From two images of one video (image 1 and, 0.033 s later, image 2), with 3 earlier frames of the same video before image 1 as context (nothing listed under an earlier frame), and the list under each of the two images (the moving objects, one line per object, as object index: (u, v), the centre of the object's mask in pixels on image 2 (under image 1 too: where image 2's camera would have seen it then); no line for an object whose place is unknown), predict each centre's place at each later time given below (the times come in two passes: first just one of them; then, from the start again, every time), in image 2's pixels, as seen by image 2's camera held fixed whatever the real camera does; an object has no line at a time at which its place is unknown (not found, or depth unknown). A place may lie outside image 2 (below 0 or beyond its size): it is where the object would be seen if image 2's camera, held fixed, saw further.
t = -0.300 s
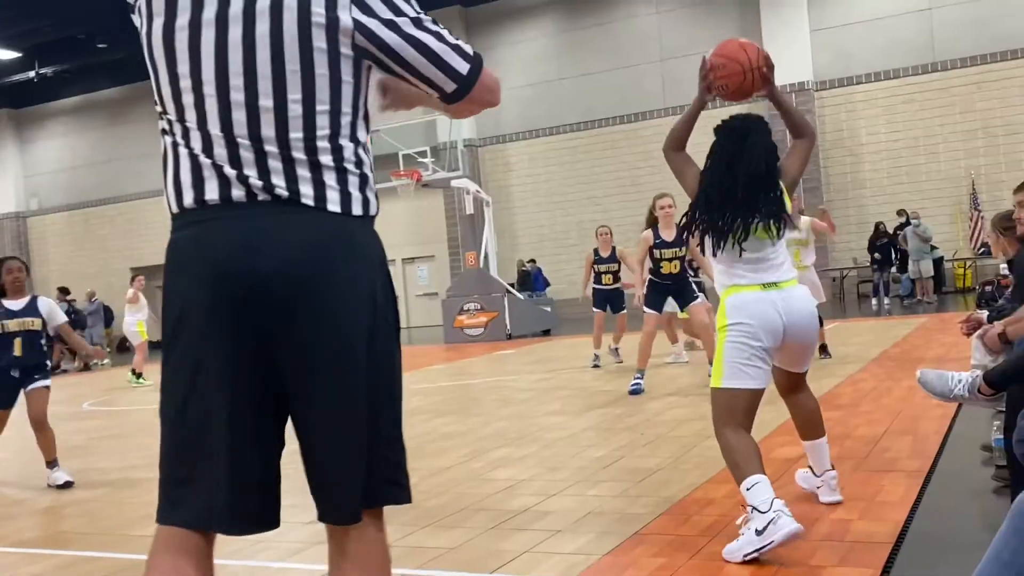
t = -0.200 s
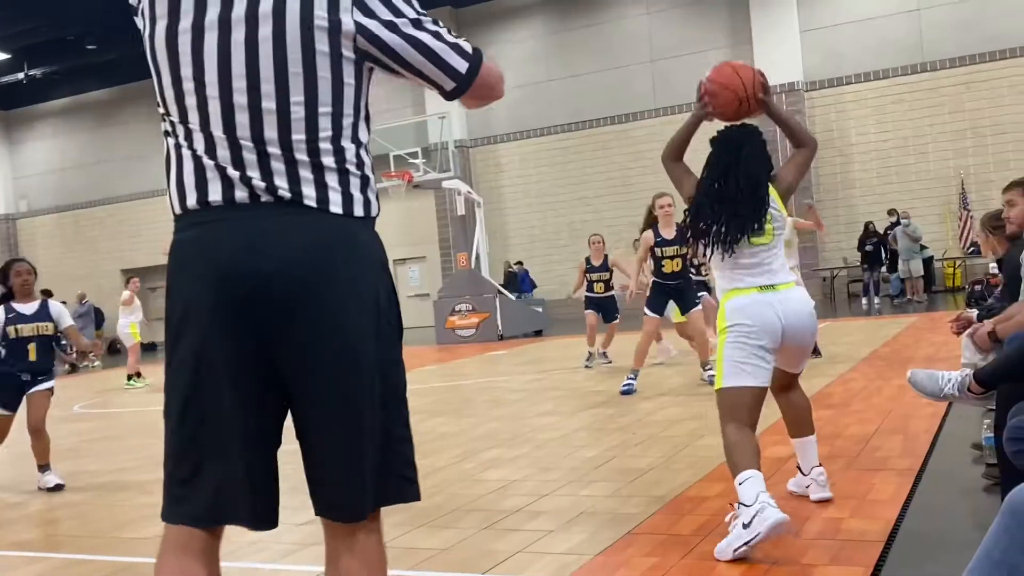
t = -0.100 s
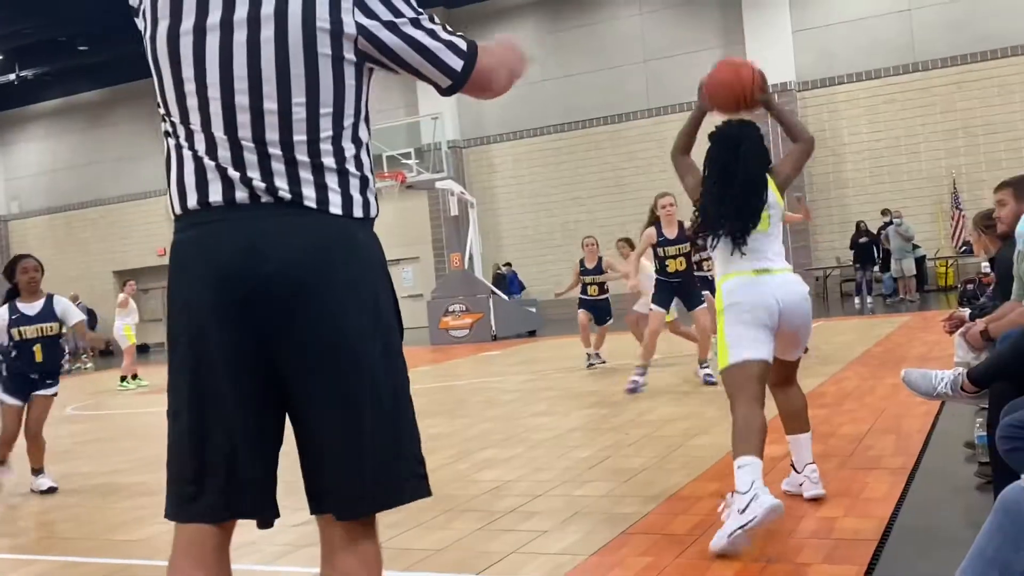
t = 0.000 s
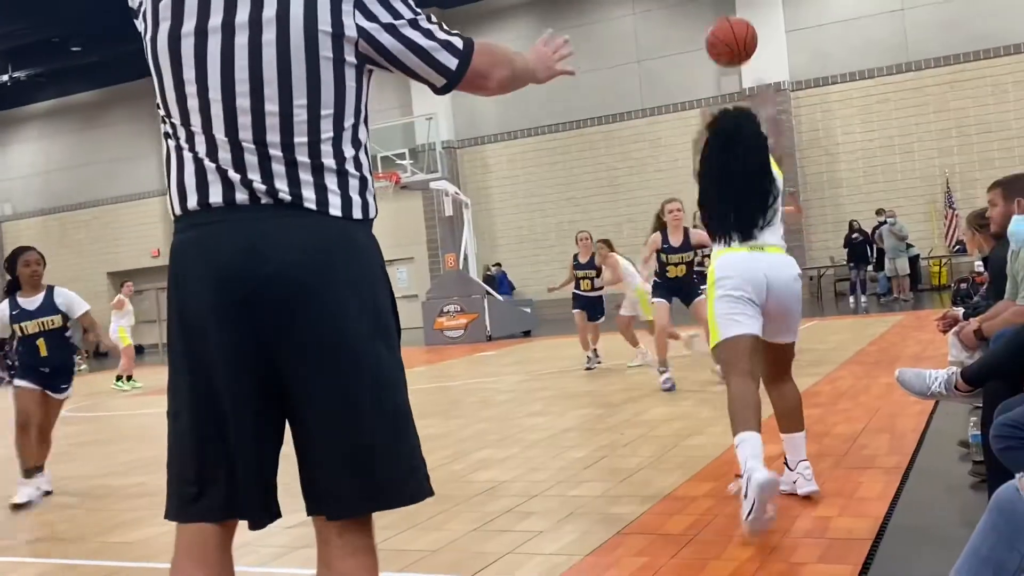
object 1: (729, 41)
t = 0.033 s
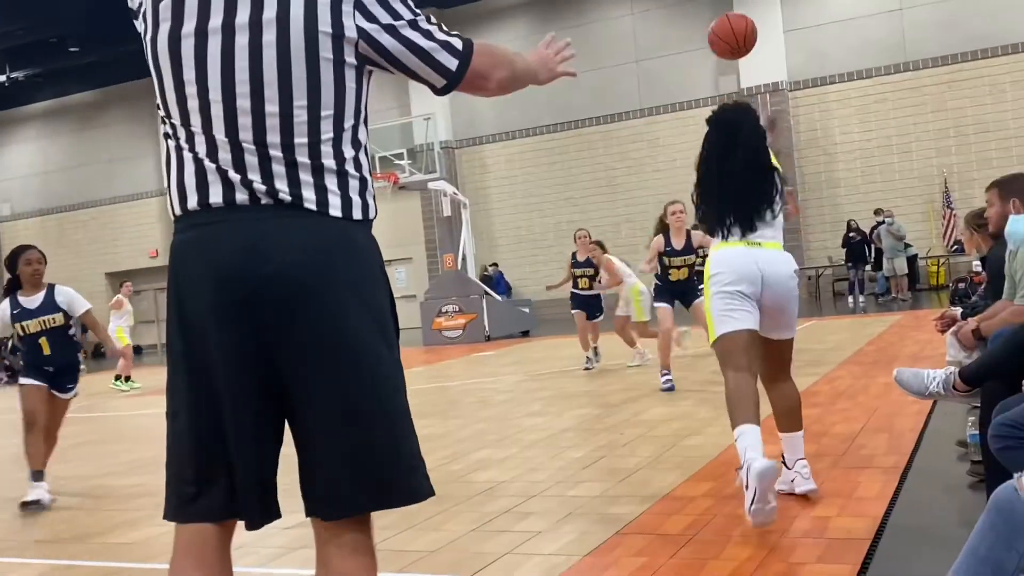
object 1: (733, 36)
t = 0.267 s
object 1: (752, 56)
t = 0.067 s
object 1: (736, 33)
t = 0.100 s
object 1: (738, 33)
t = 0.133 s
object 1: (741, 35)
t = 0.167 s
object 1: (744, 38)
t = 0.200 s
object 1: (747, 43)
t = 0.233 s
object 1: (749, 49)
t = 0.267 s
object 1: (752, 56)
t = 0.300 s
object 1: (754, 64)
